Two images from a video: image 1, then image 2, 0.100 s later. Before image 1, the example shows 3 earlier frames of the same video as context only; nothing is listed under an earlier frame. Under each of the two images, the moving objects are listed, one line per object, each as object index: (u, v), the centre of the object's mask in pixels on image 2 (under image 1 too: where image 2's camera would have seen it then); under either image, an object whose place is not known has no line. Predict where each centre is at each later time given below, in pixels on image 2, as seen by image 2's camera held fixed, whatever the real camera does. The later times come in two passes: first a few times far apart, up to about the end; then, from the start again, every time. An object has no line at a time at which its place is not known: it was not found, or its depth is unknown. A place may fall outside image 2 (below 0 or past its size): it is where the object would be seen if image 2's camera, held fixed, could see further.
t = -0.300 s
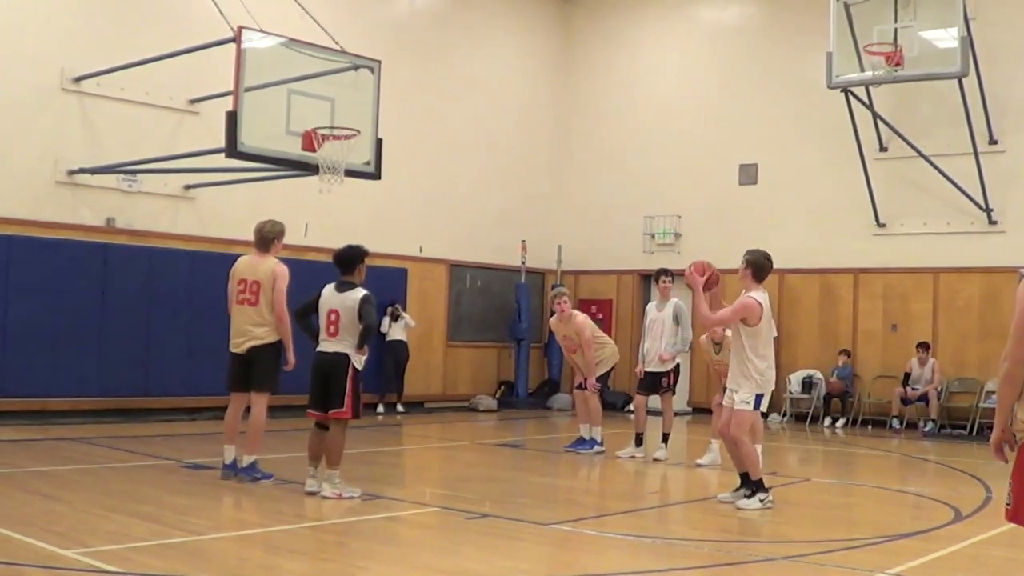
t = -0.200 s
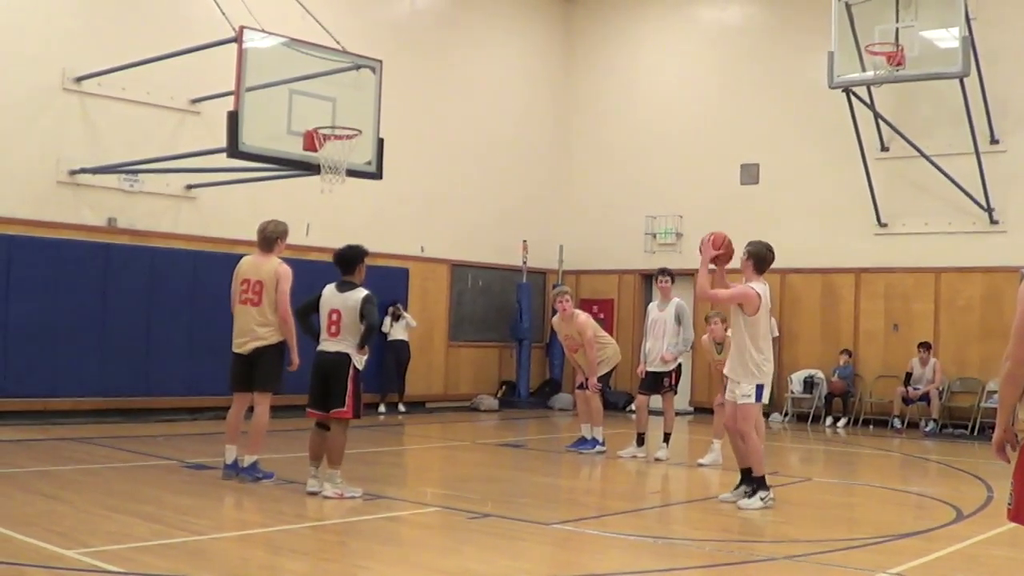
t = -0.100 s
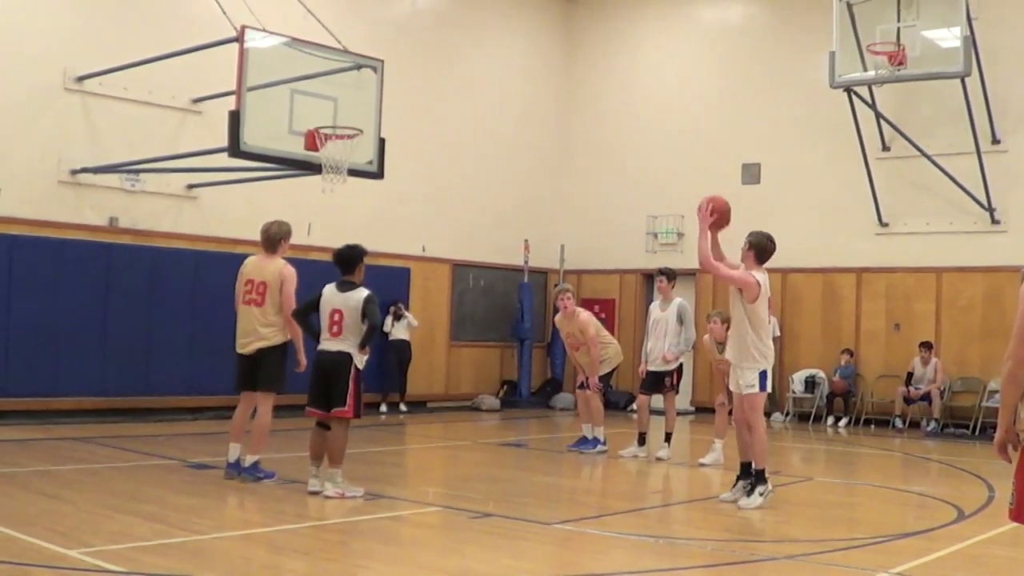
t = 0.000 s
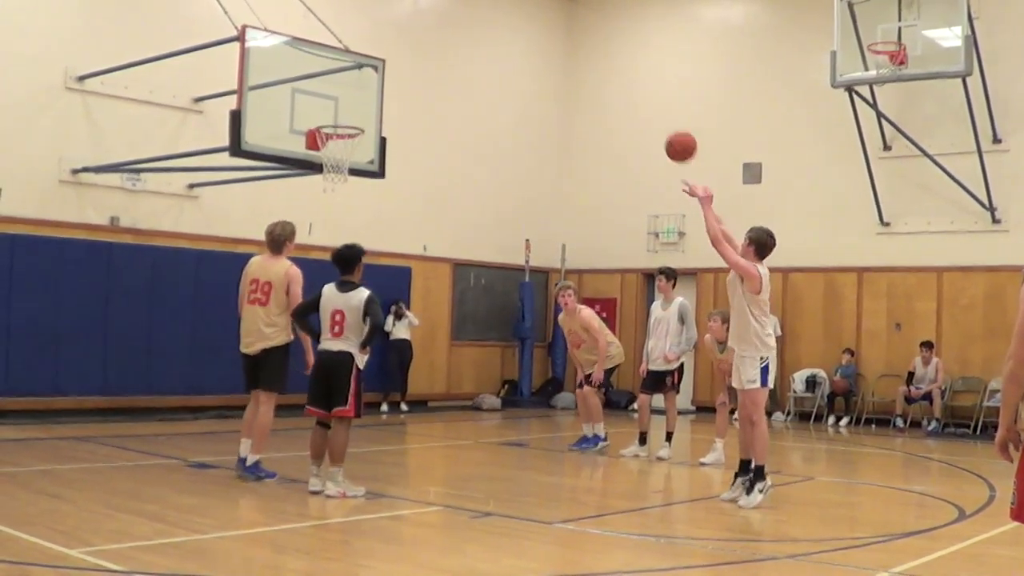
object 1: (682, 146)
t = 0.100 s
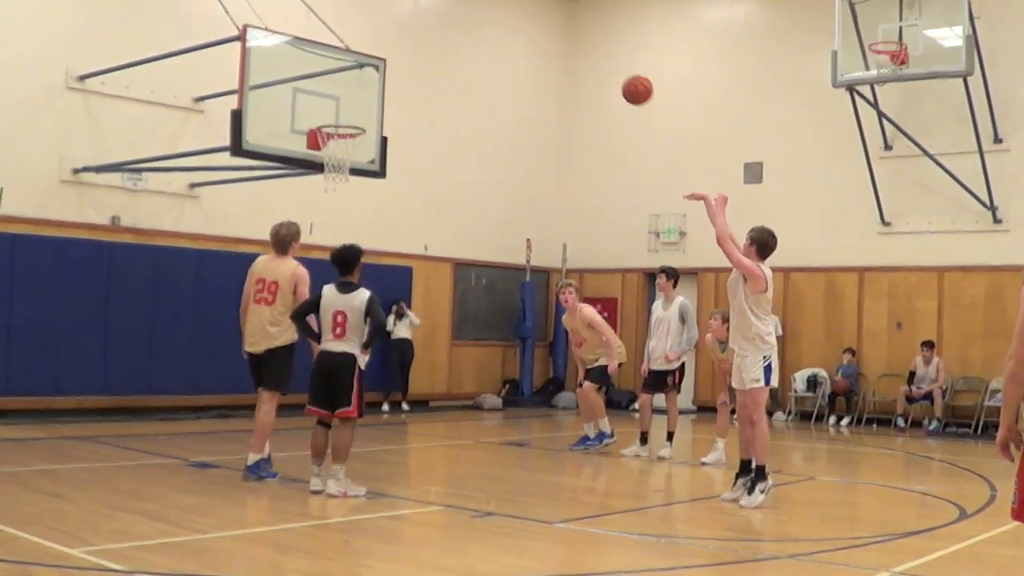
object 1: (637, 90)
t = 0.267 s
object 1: (569, 31)
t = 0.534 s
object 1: (471, 11)
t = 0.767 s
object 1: (395, 55)
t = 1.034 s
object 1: (322, 155)
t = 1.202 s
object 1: (332, 182)
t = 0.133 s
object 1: (623, 75)
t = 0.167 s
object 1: (609, 61)
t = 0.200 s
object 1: (595, 49)
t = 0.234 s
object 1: (582, 39)
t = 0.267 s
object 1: (569, 31)
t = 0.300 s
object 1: (556, 23)
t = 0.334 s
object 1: (543, 17)
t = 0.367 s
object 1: (530, 13)
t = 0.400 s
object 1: (518, 11)
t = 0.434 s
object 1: (506, 10)
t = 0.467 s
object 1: (494, 10)
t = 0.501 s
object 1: (482, 10)
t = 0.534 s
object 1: (471, 11)
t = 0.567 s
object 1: (459, 13)
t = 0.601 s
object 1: (448, 17)
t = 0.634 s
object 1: (437, 22)
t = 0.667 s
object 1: (427, 29)
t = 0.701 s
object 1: (416, 37)
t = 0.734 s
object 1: (405, 45)
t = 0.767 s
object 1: (395, 55)
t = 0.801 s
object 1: (385, 65)
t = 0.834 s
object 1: (374, 77)
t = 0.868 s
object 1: (364, 89)
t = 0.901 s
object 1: (354, 103)
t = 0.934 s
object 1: (344, 116)
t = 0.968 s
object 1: (334, 132)
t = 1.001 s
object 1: (326, 144)
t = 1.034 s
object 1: (322, 155)
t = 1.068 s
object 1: (321, 159)
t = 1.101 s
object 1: (322, 160)
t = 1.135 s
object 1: (326, 167)
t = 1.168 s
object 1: (329, 174)
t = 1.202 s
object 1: (332, 182)
